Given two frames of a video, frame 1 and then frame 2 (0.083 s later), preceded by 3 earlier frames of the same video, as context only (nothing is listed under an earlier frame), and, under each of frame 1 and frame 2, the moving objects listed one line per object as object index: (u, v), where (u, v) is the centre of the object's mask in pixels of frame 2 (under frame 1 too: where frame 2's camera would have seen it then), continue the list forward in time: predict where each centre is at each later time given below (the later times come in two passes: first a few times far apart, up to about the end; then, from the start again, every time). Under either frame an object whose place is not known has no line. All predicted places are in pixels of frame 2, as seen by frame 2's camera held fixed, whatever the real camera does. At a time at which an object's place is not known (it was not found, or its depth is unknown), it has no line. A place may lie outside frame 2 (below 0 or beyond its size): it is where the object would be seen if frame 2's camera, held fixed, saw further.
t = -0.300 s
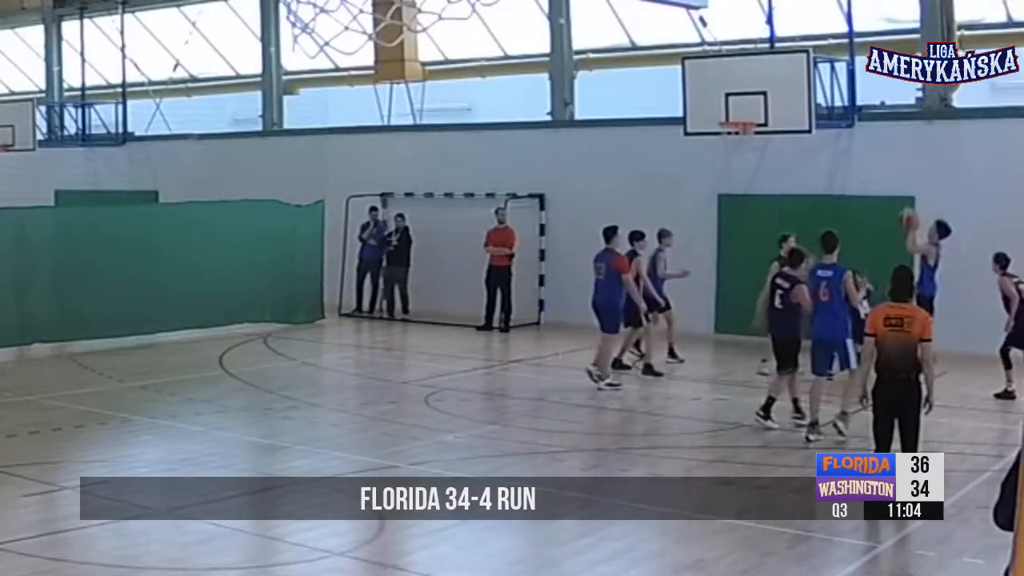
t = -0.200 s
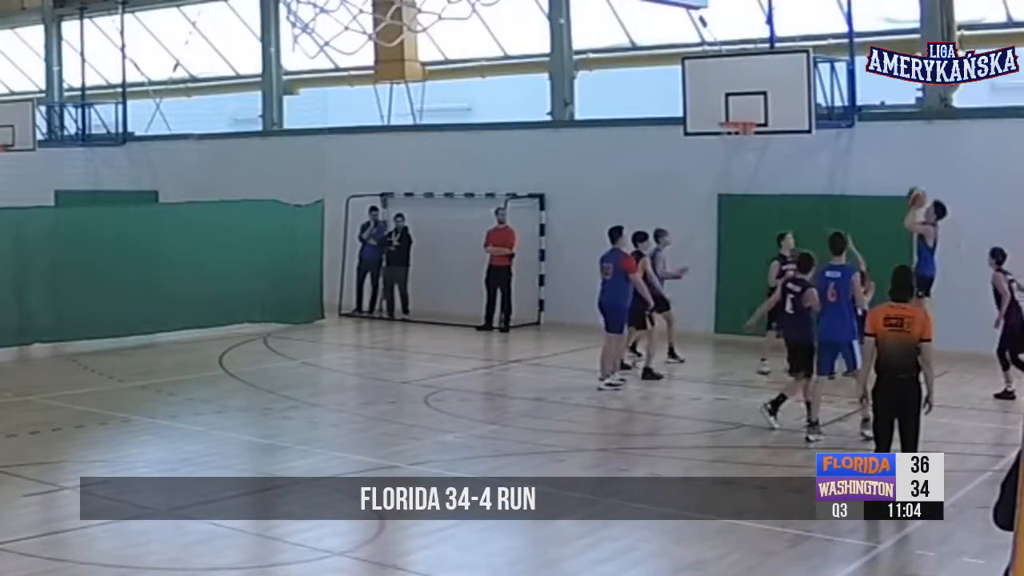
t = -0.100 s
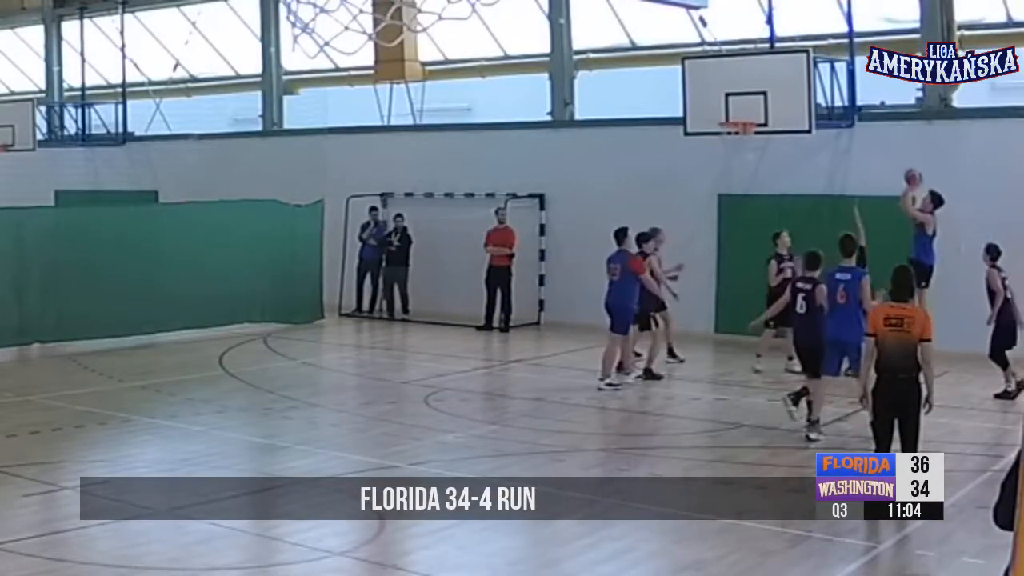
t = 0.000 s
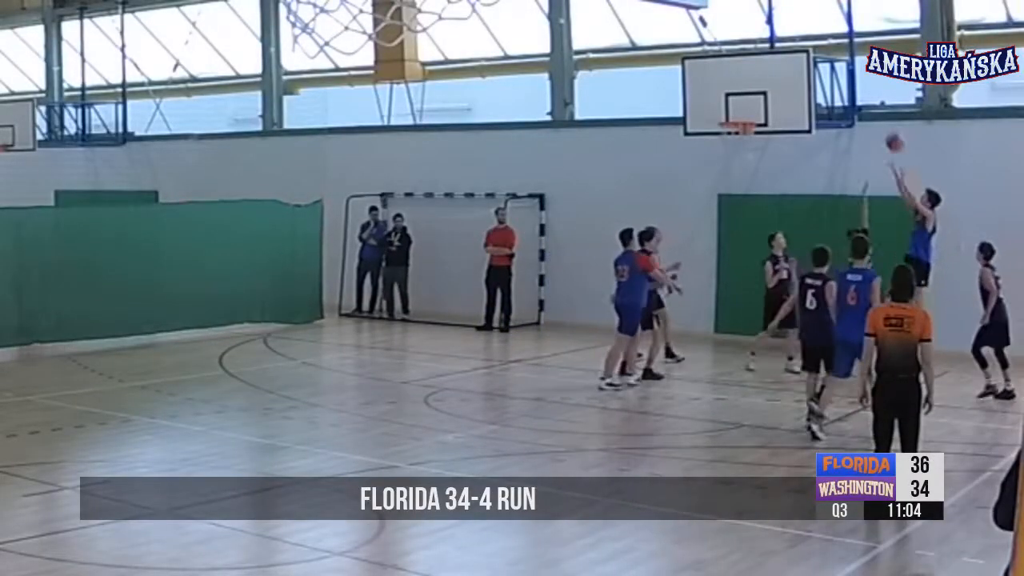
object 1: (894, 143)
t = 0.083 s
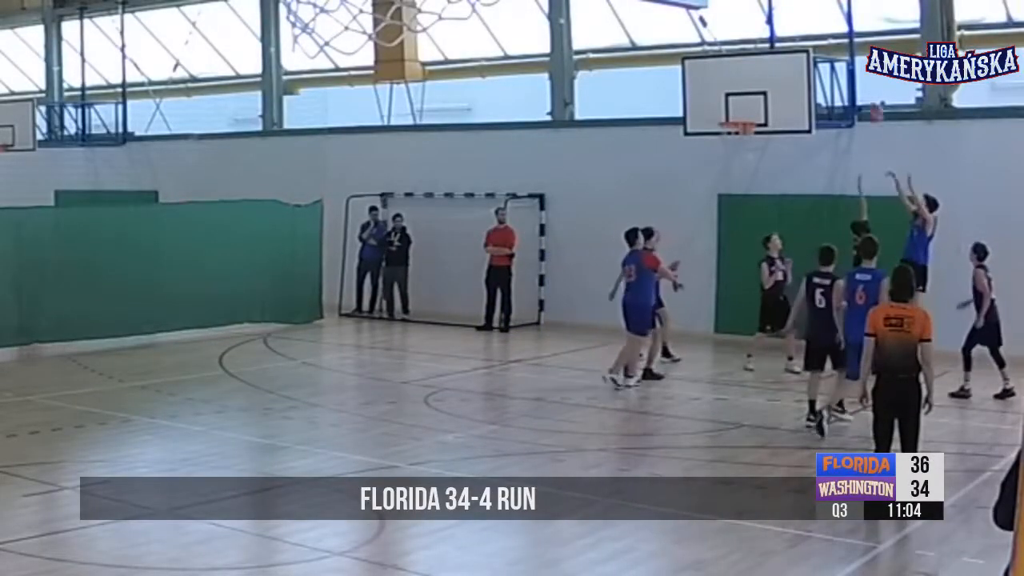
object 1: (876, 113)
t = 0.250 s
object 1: (831, 73)
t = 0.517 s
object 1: (785, 61)
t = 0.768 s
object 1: (752, 103)
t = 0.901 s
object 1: (735, 145)
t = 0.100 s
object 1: (870, 106)
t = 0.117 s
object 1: (864, 103)
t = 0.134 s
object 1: (862, 99)
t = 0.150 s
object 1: (858, 93)
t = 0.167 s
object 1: (852, 90)
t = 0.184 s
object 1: (847, 86)
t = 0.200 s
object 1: (845, 83)
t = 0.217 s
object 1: (840, 79)
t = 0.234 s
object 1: (835, 76)
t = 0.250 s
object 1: (831, 73)
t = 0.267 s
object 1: (826, 70)
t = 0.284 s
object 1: (823, 67)
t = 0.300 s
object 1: (819, 64)
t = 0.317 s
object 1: (815, 64)
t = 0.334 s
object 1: (810, 62)
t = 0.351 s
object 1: (807, 61)
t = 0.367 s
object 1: (805, 60)
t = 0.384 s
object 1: (804, 59)
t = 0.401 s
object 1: (801, 59)
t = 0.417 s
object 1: (799, 59)
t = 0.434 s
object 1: (797, 59)
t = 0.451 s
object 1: (794, 59)
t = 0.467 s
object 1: (792, 59)
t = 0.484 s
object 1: (790, 60)
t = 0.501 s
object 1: (787, 60)
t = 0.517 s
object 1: (785, 61)
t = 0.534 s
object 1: (783, 62)
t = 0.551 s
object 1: (781, 64)
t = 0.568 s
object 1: (779, 66)
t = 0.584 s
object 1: (777, 67)
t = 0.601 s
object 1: (774, 69)
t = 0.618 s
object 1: (772, 72)
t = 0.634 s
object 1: (770, 74)
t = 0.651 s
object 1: (768, 77)
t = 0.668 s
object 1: (766, 80)
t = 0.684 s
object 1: (763, 83)
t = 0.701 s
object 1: (761, 87)
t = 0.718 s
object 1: (759, 91)
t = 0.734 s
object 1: (757, 94)
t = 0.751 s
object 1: (755, 98)
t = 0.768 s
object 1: (752, 103)
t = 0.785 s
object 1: (750, 107)
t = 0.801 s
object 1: (747, 112)
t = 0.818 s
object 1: (746, 117)
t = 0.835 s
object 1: (744, 124)
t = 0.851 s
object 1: (741, 128)
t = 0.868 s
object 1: (738, 136)
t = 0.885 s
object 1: (737, 141)
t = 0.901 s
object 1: (735, 145)
